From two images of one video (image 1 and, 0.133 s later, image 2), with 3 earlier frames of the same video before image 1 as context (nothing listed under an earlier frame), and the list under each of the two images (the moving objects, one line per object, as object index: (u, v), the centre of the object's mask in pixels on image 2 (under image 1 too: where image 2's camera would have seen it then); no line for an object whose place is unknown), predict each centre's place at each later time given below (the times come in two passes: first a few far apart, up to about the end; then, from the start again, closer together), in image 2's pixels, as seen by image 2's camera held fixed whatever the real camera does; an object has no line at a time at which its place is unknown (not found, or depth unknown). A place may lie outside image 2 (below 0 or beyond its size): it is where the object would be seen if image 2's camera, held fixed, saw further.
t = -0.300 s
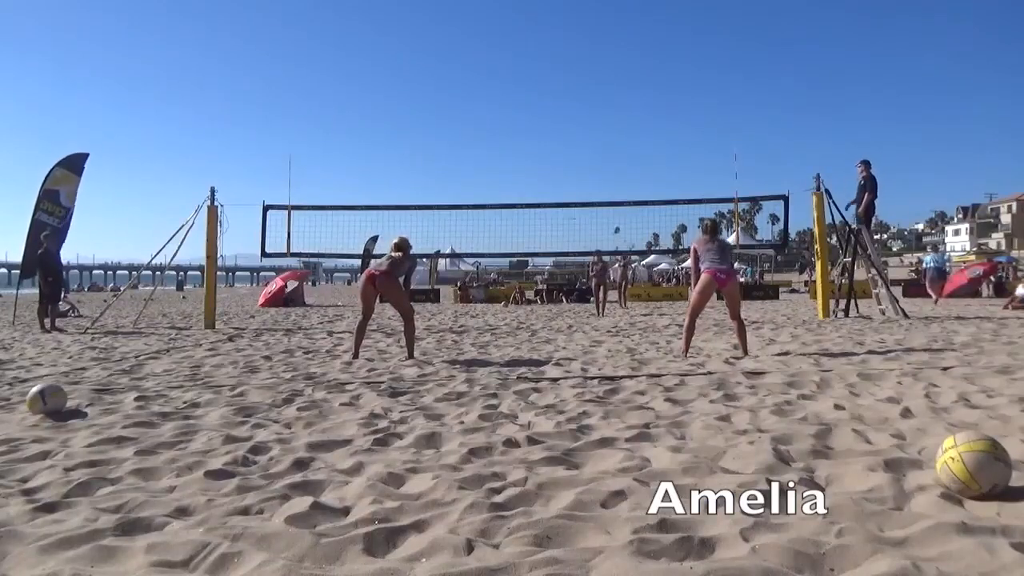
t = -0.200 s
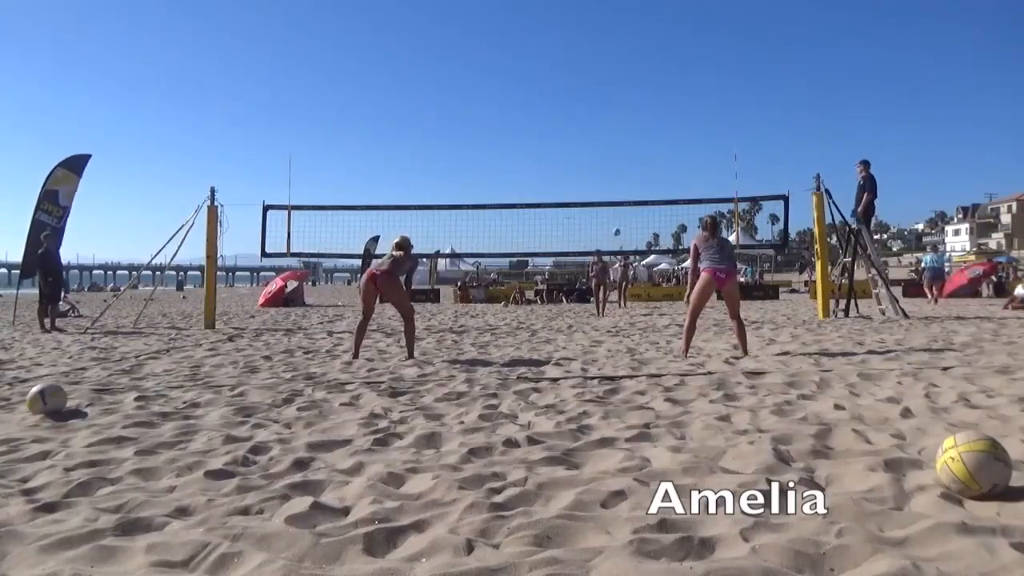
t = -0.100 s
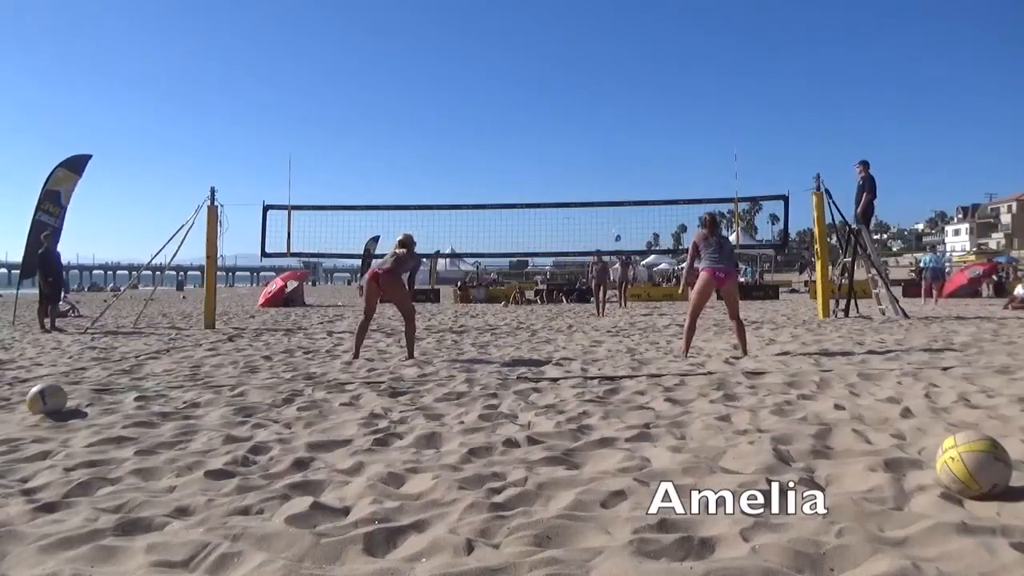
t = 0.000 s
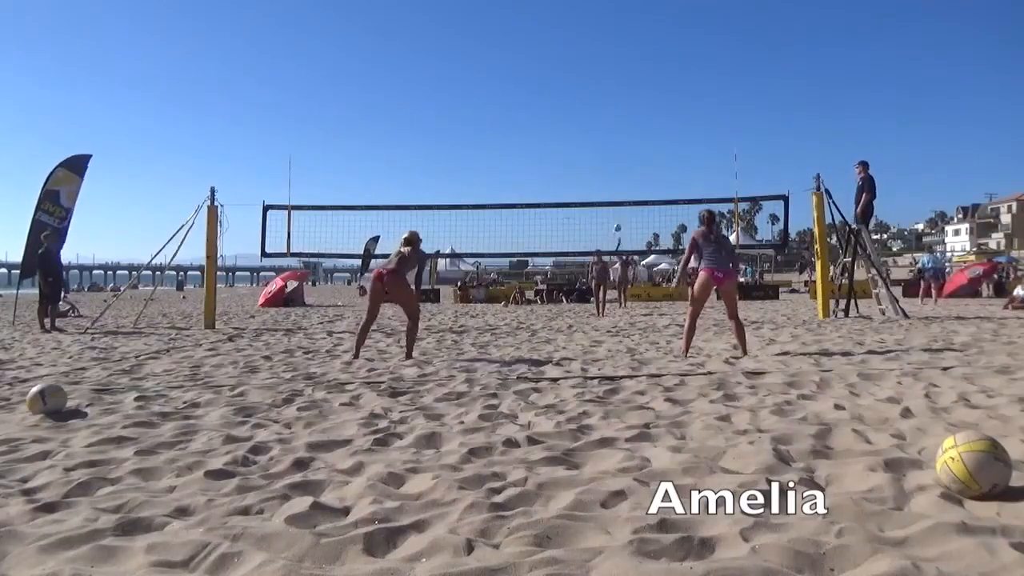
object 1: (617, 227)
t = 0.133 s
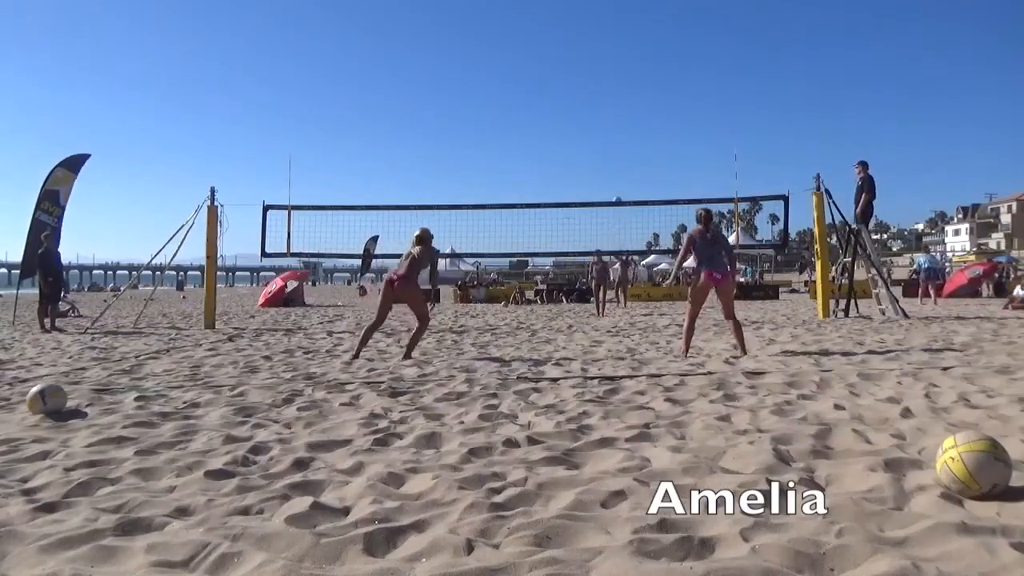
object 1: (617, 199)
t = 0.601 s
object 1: (624, 130)
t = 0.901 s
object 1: (633, 125)
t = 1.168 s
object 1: (649, 173)
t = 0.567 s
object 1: (623, 133)
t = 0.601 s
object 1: (624, 130)
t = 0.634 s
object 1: (625, 128)
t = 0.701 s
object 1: (626, 124)
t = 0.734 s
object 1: (627, 123)
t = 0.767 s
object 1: (628, 122)
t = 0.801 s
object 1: (629, 122)
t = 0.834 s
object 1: (631, 122)
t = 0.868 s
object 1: (632, 124)
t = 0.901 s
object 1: (633, 125)
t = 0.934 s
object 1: (635, 127)
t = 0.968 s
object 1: (637, 131)
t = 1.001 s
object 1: (638, 136)
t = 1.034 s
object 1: (640, 141)
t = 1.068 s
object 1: (642, 147)
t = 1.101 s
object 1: (644, 155)
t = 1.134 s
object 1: (646, 163)
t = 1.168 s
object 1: (649, 173)
